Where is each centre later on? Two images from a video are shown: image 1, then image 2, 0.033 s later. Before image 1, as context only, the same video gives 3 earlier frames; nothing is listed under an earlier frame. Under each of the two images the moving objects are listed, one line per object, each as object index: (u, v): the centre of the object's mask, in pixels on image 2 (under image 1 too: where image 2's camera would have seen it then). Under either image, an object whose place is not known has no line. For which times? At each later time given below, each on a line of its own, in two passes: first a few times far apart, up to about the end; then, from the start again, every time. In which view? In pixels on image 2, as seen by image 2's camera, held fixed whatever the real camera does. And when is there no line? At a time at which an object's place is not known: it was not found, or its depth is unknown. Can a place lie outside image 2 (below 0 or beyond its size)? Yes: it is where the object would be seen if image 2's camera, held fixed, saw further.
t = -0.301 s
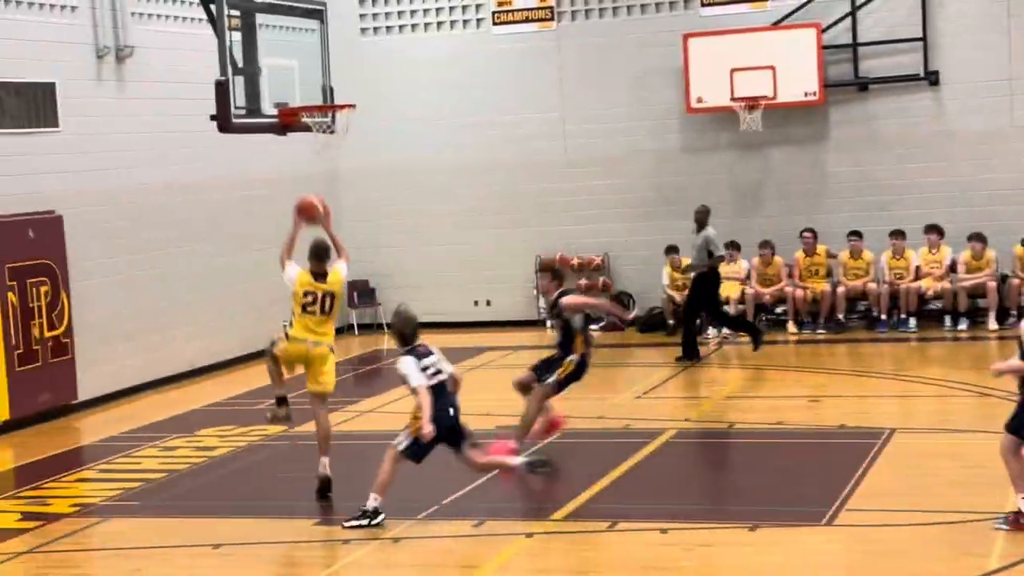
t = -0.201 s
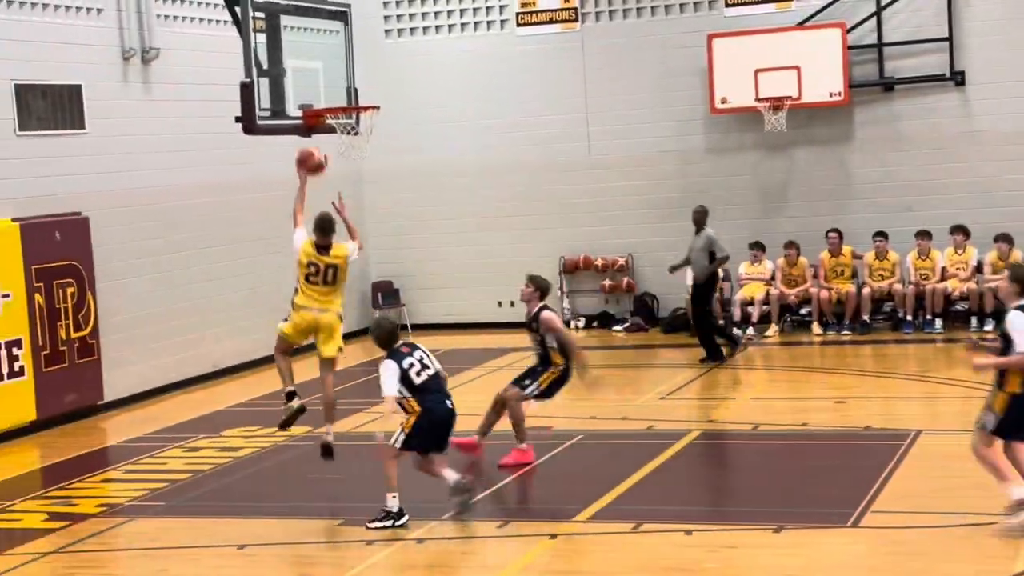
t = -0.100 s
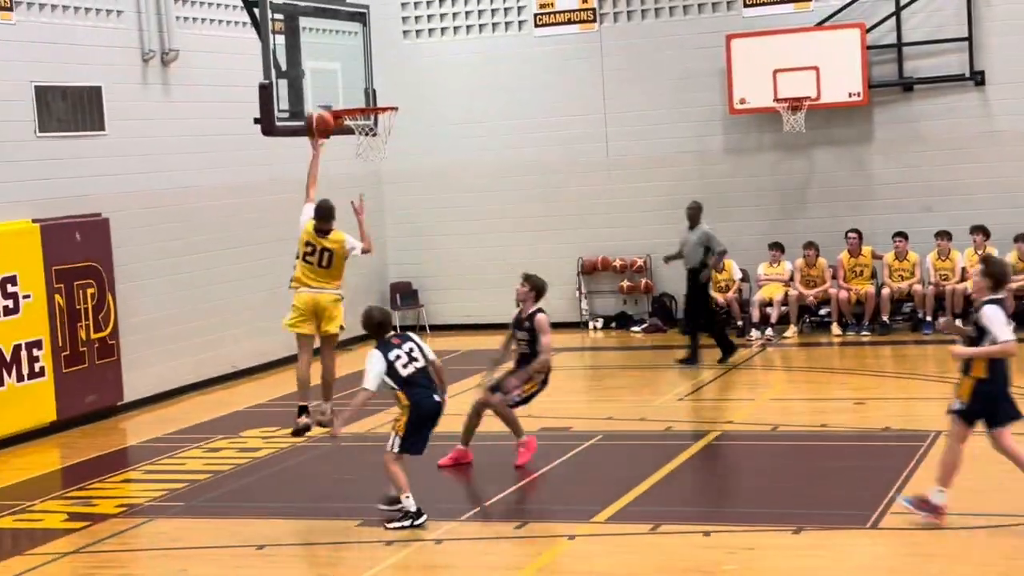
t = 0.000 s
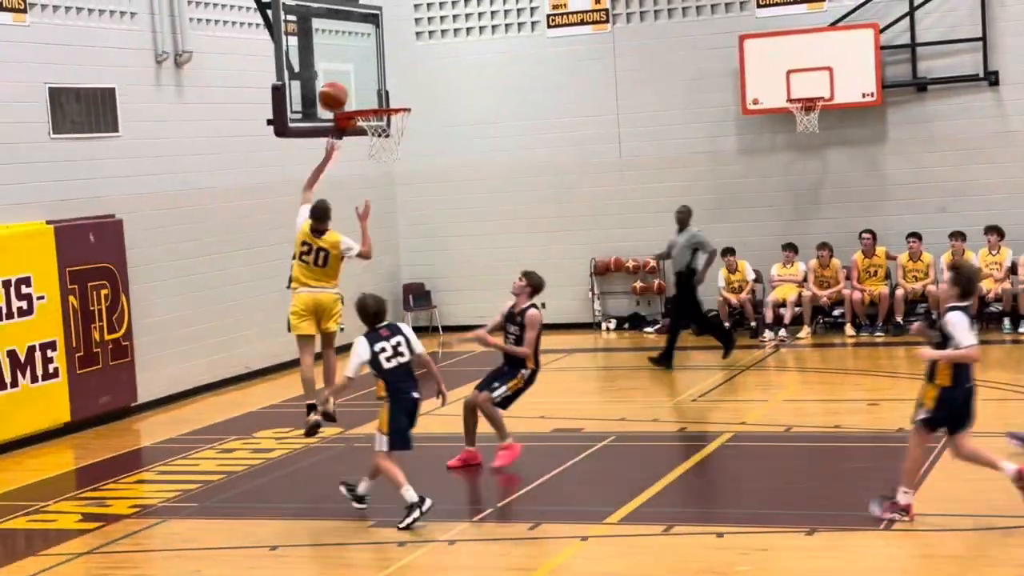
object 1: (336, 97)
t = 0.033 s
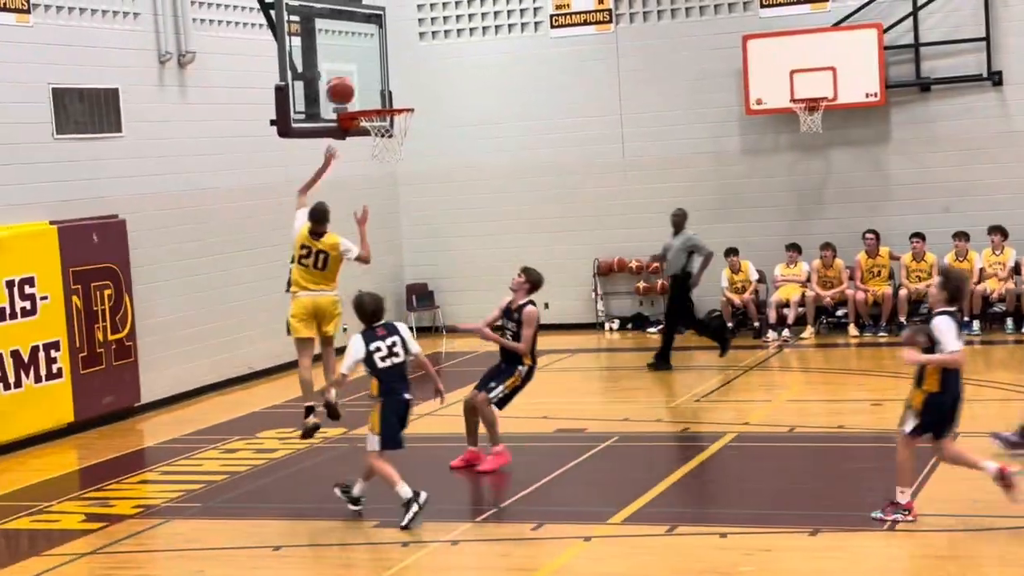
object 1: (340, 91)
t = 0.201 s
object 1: (360, 79)
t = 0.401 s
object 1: (389, 108)
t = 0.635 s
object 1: (407, 174)
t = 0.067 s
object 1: (344, 86)
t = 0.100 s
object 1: (348, 82)
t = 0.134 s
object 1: (352, 79)
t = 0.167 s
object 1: (356, 78)
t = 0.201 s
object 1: (360, 79)
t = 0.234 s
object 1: (365, 81)
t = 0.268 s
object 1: (369, 85)
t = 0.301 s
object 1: (373, 89)
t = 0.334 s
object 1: (378, 94)
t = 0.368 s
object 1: (383, 99)
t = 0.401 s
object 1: (389, 108)
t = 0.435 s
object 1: (396, 118)
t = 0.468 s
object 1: (399, 129)
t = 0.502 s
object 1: (401, 139)
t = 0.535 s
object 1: (403, 146)
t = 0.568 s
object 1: (404, 154)
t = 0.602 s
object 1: (406, 164)
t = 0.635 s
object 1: (407, 174)
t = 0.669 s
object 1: (409, 186)
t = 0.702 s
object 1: (411, 200)
